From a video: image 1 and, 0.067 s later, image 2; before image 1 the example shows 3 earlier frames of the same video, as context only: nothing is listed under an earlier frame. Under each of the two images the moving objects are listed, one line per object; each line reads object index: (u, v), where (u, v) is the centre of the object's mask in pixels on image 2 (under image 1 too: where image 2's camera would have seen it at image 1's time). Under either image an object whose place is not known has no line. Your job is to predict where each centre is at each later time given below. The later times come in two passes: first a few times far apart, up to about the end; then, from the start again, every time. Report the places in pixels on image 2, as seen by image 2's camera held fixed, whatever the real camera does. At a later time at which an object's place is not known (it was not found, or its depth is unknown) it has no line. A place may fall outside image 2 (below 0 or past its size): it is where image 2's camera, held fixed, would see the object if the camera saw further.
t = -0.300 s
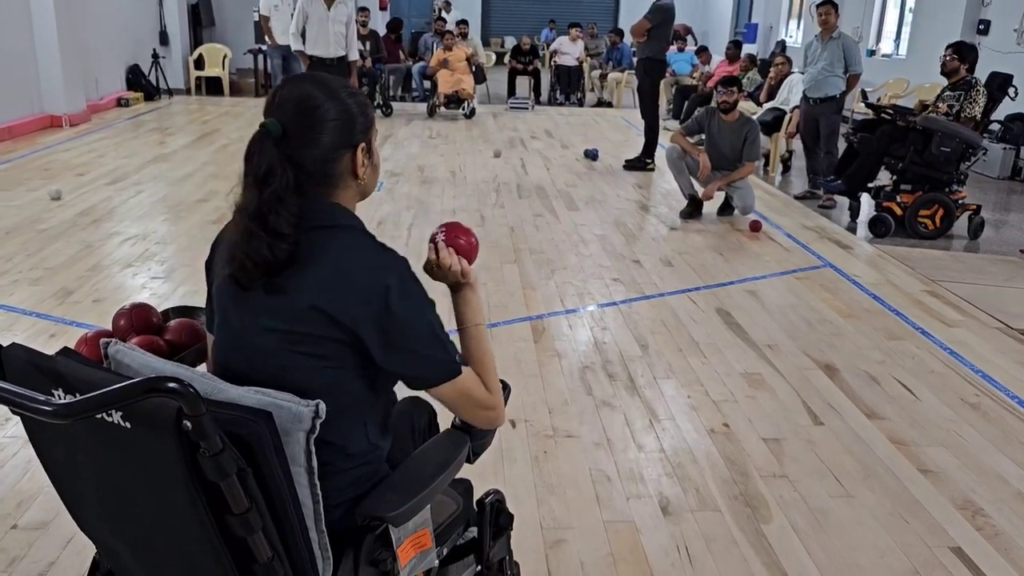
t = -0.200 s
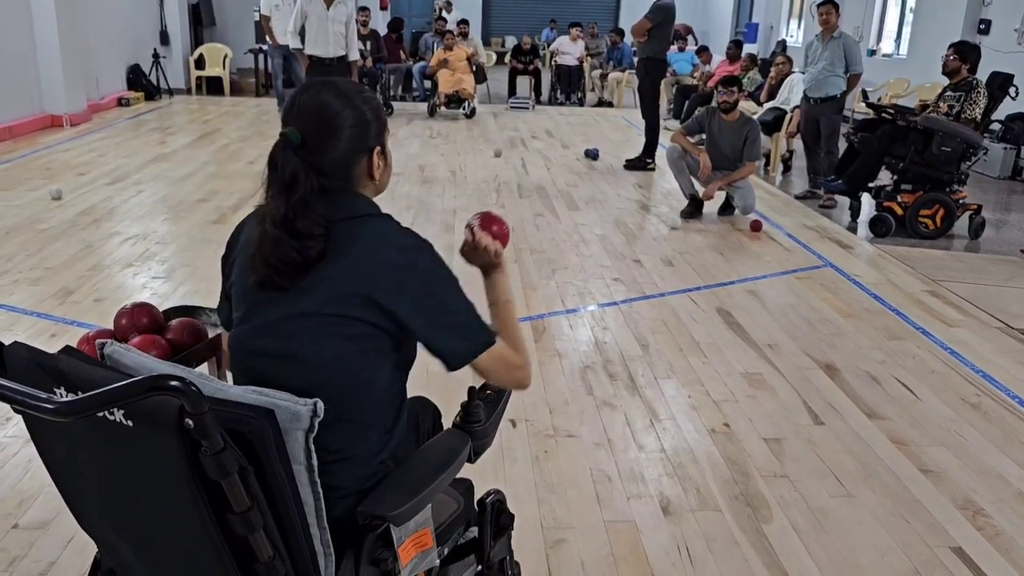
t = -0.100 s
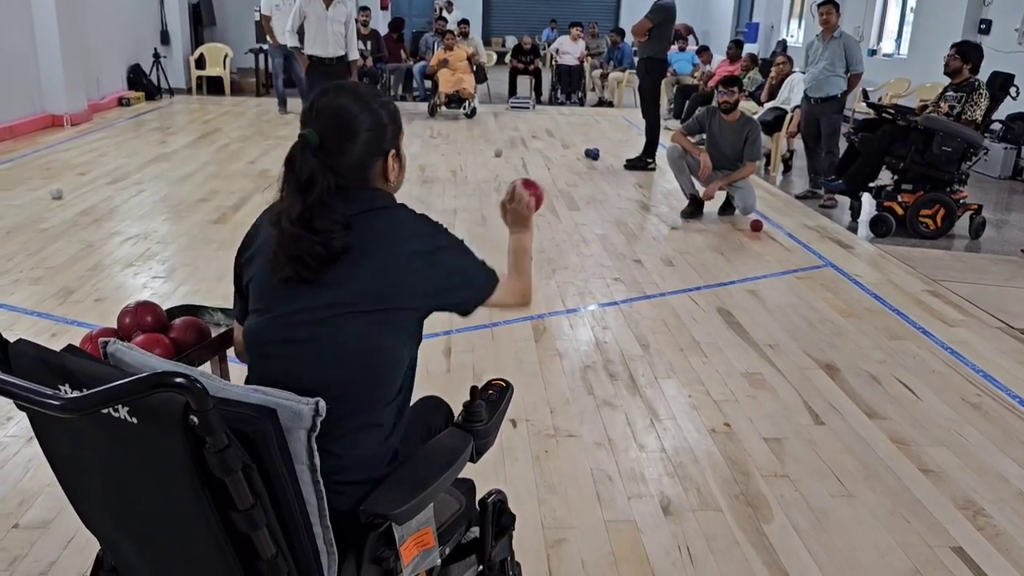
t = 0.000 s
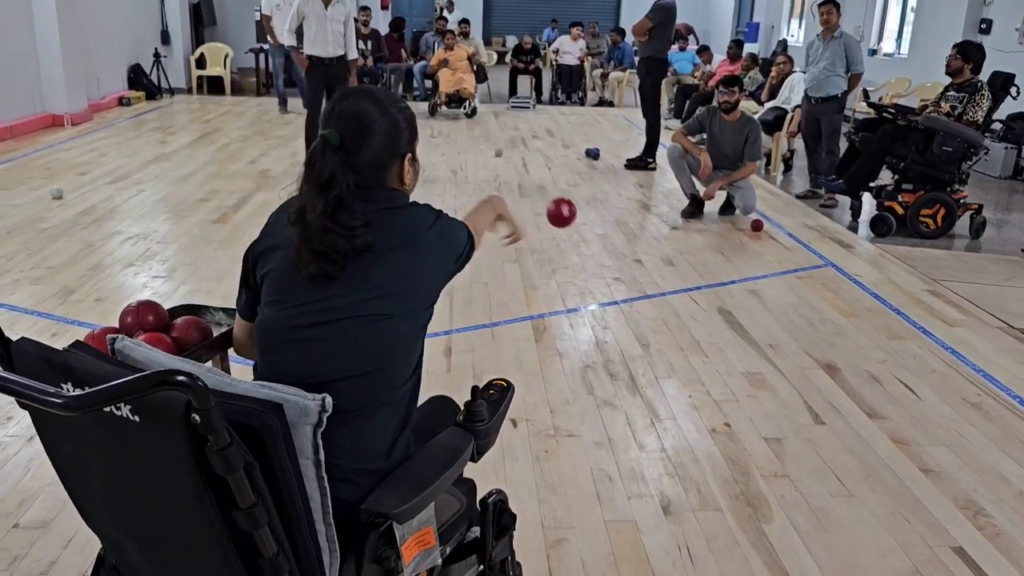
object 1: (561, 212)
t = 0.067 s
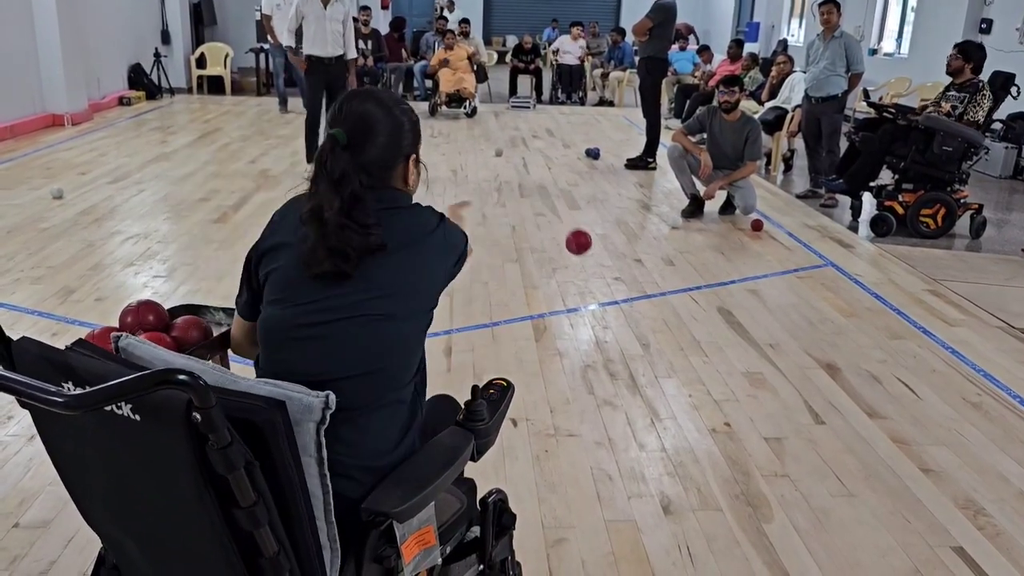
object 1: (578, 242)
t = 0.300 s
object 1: (612, 328)
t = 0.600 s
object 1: (634, 295)
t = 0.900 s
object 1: (649, 270)
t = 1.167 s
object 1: (658, 253)
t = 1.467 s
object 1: (666, 240)
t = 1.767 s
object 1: (671, 232)
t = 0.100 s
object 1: (585, 259)
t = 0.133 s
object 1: (591, 277)
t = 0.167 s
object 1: (596, 296)
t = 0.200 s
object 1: (601, 317)
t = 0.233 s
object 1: (605, 336)
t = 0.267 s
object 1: (608, 342)
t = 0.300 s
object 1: (612, 328)
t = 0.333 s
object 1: (615, 317)
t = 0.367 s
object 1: (618, 310)
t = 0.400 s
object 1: (621, 304)
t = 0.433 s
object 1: (624, 300)
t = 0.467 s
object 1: (626, 299)
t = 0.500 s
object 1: (628, 301)
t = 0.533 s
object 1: (630, 304)
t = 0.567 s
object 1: (632, 300)
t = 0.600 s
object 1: (634, 295)
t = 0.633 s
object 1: (636, 292)
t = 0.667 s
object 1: (638, 290)
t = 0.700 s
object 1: (640, 285)
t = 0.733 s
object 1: (641, 283)
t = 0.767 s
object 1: (643, 280)
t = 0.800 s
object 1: (645, 277)
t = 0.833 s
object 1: (646, 275)
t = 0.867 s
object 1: (648, 272)
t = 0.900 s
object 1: (649, 270)
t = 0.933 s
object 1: (650, 267)
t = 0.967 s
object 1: (651, 265)
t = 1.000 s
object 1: (653, 263)
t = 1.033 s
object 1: (654, 261)
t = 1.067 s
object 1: (655, 259)
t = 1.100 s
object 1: (656, 257)
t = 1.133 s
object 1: (657, 255)
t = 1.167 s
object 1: (658, 253)
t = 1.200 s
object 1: (659, 252)
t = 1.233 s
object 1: (660, 250)
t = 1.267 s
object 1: (661, 248)
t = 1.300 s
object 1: (662, 247)
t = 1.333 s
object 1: (662, 245)
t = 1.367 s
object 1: (663, 244)
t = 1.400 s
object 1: (664, 243)
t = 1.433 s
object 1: (665, 242)
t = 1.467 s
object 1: (666, 240)
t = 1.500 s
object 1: (666, 239)
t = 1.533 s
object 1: (667, 238)
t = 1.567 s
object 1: (667, 237)
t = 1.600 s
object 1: (668, 236)
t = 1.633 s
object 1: (669, 235)
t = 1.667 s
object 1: (670, 234)
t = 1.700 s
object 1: (670, 233)
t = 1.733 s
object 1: (671, 233)
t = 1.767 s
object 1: (671, 232)
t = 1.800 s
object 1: (672, 231)
